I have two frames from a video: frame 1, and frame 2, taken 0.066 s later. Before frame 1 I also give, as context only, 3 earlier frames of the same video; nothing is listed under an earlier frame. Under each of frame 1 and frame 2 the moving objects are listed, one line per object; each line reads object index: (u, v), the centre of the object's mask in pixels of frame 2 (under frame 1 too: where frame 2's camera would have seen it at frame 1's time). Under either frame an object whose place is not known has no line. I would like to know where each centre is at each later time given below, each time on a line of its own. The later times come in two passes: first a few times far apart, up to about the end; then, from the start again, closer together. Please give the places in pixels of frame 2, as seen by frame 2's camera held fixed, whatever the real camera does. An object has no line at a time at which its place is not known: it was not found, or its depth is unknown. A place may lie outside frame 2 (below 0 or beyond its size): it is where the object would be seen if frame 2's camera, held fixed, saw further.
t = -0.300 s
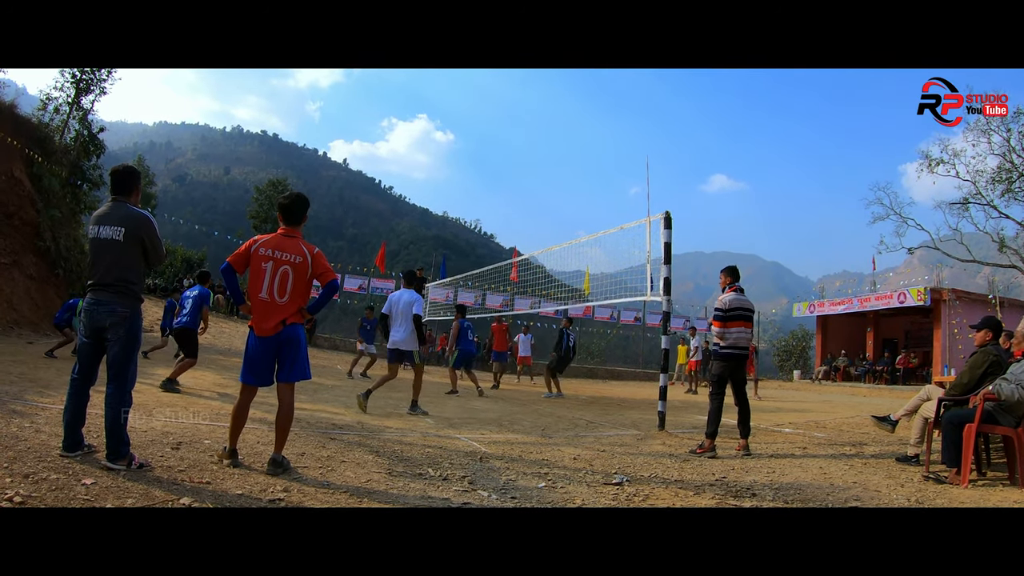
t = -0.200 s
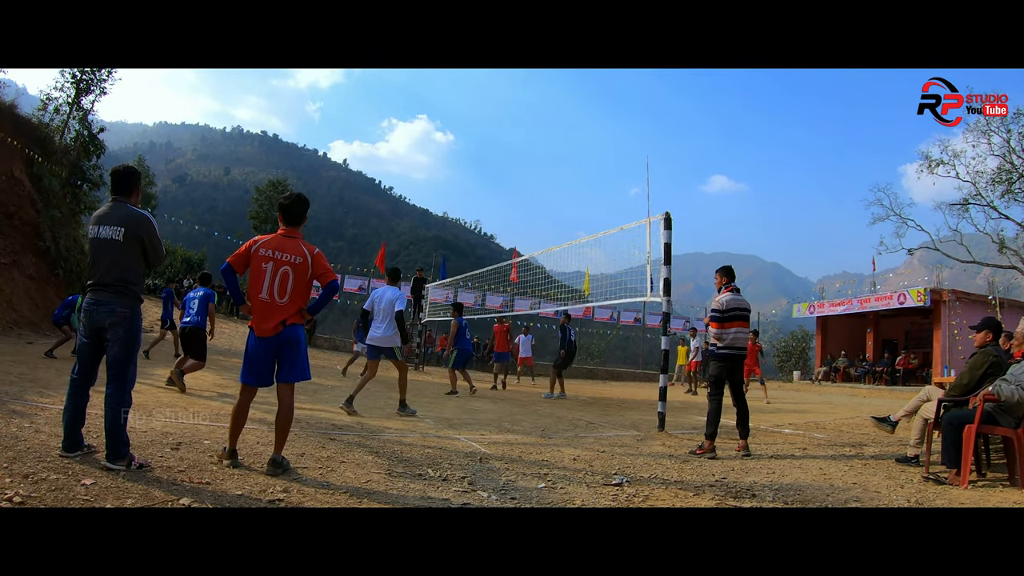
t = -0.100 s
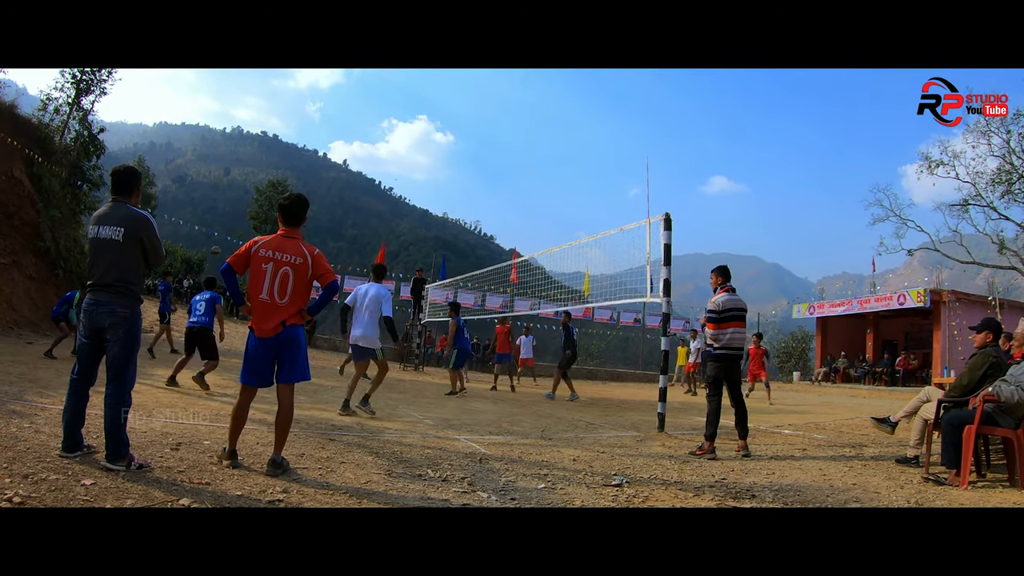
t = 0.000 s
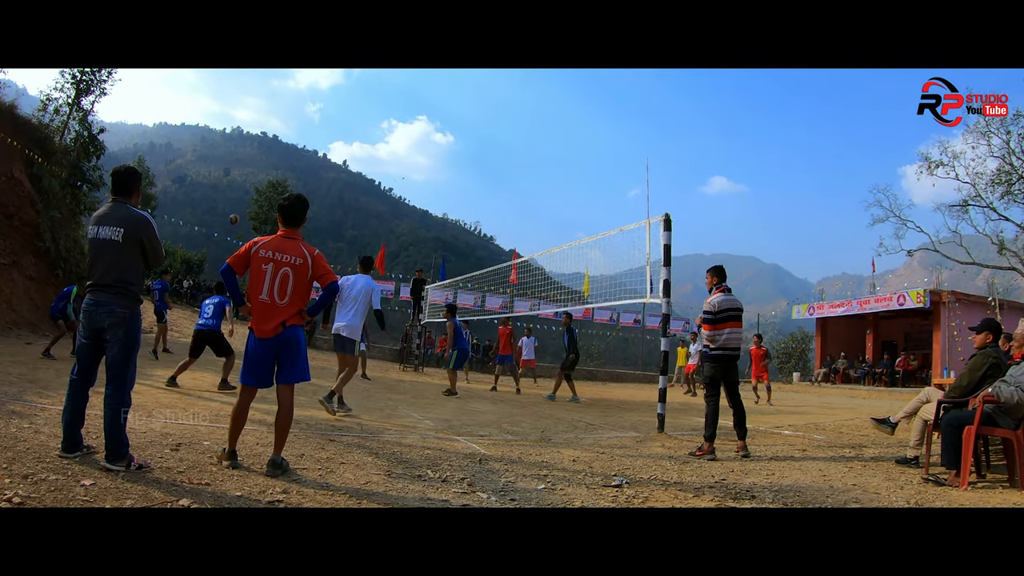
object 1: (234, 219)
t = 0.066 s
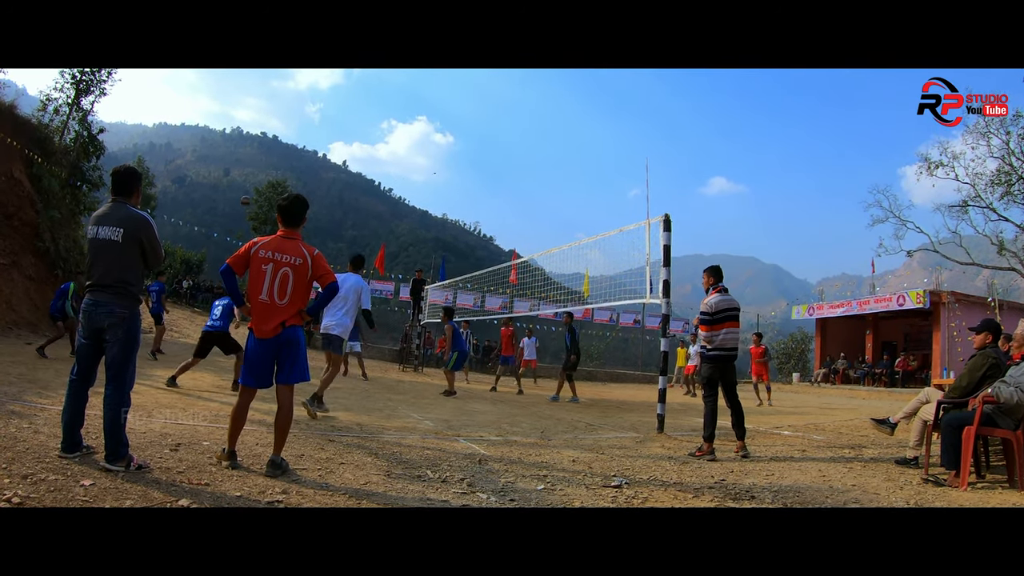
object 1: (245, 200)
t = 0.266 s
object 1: (278, 157)
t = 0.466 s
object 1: (310, 134)
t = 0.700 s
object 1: (343, 129)
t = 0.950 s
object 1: (375, 153)
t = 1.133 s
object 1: (397, 192)
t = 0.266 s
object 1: (278, 157)
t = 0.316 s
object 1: (286, 149)
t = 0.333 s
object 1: (290, 148)
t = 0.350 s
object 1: (292, 145)
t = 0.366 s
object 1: (295, 143)
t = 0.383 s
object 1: (297, 142)
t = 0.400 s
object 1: (300, 140)
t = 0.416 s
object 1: (303, 138)
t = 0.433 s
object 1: (305, 136)
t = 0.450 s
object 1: (307, 135)
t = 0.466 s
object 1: (310, 134)
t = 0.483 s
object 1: (312, 133)
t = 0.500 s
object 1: (315, 132)
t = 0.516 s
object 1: (317, 131)
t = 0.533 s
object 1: (320, 130)
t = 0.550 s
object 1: (322, 129)
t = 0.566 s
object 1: (324, 129)
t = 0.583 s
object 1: (327, 128)
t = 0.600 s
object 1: (329, 128)
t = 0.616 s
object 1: (331, 128)
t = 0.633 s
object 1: (334, 128)
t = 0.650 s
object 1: (336, 128)
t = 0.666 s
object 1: (338, 128)
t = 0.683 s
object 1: (341, 129)
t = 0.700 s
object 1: (343, 129)
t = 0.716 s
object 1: (345, 130)
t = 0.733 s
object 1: (347, 131)
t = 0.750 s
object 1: (349, 132)
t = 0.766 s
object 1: (352, 133)
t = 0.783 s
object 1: (354, 134)
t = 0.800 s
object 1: (356, 135)
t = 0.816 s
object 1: (358, 137)
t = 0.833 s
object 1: (360, 138)
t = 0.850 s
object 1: (362, 140)
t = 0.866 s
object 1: (364, 142)
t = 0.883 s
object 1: (367, 144)
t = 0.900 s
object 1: (369, 146)
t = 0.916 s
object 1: (371, 148)
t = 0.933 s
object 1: (373, 151)
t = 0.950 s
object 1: (375, 153)
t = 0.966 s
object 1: (377, 156)
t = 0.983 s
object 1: (379, 159)
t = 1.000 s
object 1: (381, 162)
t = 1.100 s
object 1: (394, 183)
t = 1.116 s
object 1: (395, 187)
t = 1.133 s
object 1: (397, 192)
